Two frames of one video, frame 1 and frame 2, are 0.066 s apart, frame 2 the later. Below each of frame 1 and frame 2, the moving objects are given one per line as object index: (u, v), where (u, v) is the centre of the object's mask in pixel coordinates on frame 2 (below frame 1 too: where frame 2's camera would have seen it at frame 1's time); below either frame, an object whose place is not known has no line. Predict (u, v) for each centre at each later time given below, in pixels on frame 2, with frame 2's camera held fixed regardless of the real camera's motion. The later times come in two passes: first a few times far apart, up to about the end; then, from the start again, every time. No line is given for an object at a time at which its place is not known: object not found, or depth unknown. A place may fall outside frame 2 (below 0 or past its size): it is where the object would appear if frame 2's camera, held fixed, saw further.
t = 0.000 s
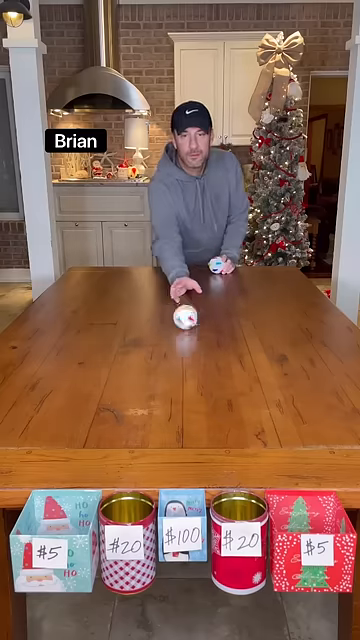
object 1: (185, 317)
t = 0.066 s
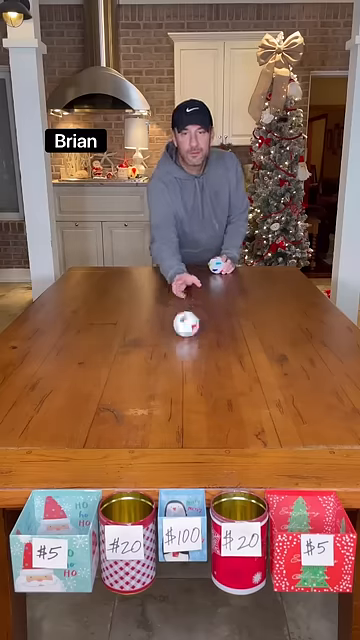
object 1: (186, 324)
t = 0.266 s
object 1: (186, 347)
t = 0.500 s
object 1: (182, 380)
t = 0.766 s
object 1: (159, 438)
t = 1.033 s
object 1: (94, 508)
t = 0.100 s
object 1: (187, 327)
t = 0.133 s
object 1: (187, 331)
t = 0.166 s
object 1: (186, 335)
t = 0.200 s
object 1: (186, 339)
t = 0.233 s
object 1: (186, 343)
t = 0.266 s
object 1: (186, 347)
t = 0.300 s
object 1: (186, 351)
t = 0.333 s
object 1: (186, 356)
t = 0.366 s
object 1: (186, 361)
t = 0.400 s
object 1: (185, 367)
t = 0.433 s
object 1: (184, 373)
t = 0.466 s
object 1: (183, 379)
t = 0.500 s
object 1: (182, 380)
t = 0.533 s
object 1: (181, 386)
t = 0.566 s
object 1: (180, 396)
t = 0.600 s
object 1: (178, 399)
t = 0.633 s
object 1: (175, 407)
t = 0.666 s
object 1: (171, 416)
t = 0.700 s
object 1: (167, 421)
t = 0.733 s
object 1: (163, 432)
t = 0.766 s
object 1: (159, 438)
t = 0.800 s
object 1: (154, 446)
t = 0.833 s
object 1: (150, 456)
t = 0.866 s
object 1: (146, 464)
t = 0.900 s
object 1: (142, 480)
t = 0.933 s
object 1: (133, 495)
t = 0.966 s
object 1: (119, 497)
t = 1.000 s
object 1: (106, 501)
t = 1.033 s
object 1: (94, 508)
